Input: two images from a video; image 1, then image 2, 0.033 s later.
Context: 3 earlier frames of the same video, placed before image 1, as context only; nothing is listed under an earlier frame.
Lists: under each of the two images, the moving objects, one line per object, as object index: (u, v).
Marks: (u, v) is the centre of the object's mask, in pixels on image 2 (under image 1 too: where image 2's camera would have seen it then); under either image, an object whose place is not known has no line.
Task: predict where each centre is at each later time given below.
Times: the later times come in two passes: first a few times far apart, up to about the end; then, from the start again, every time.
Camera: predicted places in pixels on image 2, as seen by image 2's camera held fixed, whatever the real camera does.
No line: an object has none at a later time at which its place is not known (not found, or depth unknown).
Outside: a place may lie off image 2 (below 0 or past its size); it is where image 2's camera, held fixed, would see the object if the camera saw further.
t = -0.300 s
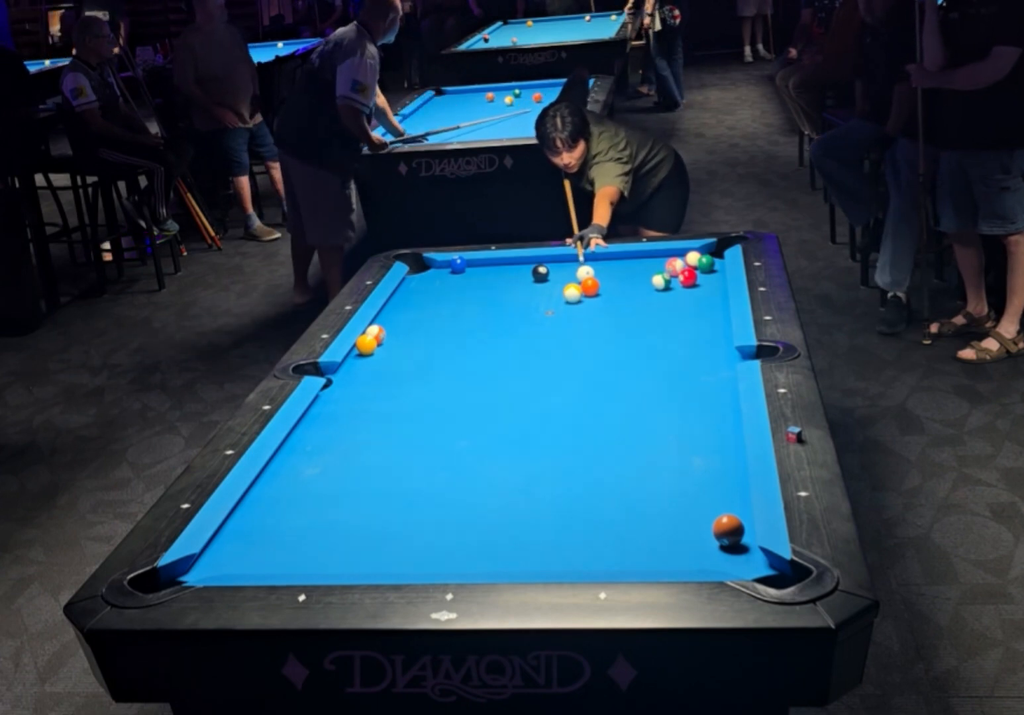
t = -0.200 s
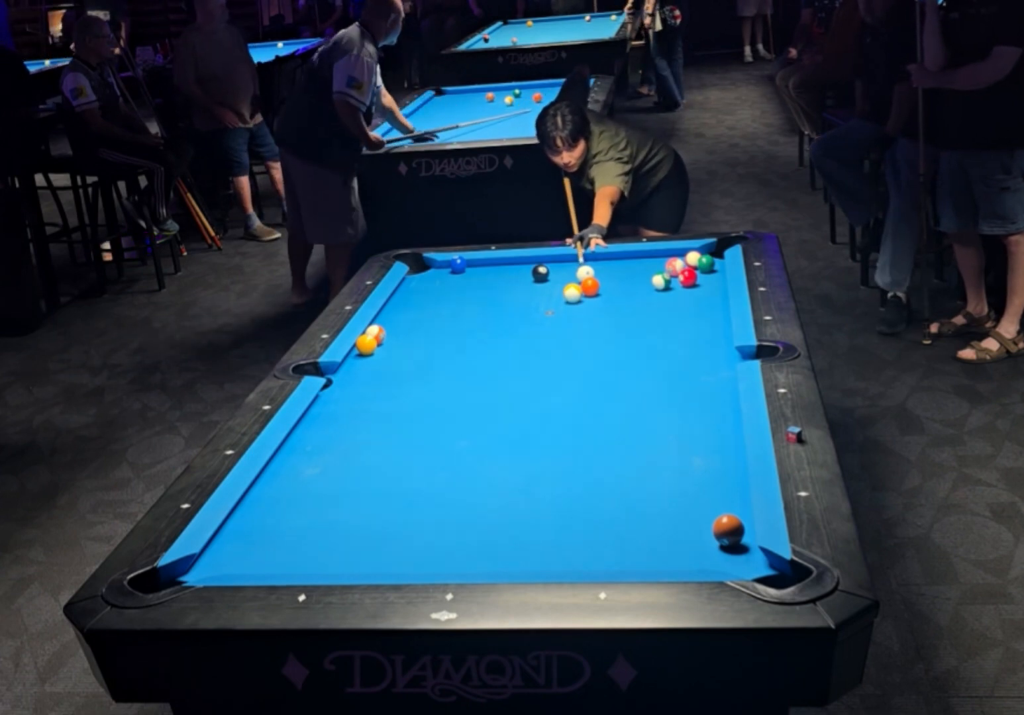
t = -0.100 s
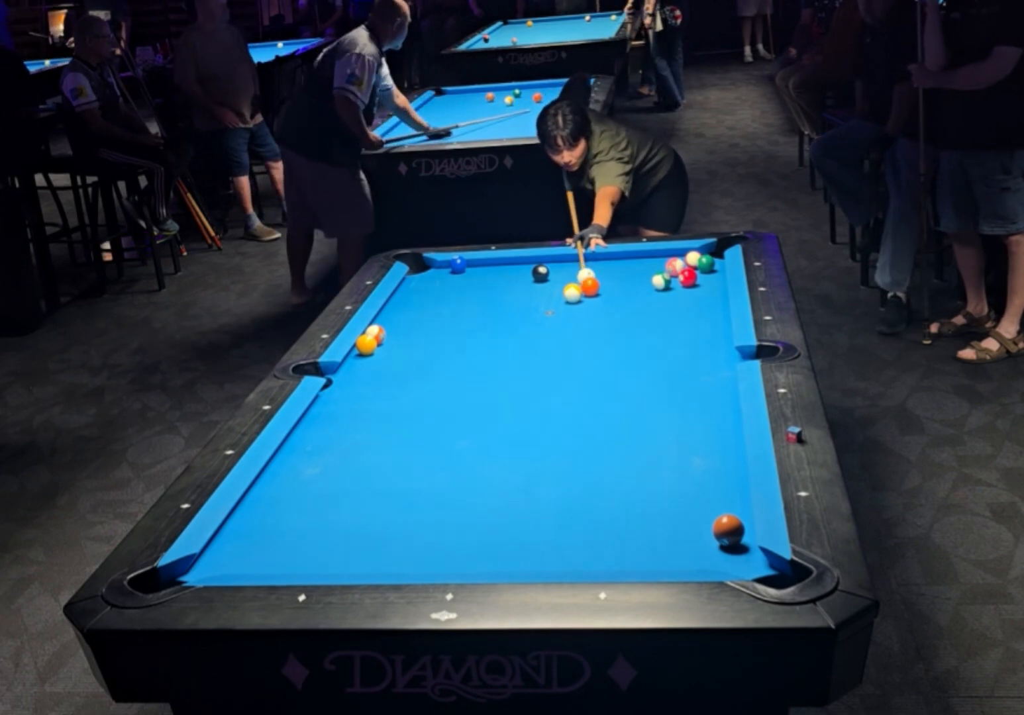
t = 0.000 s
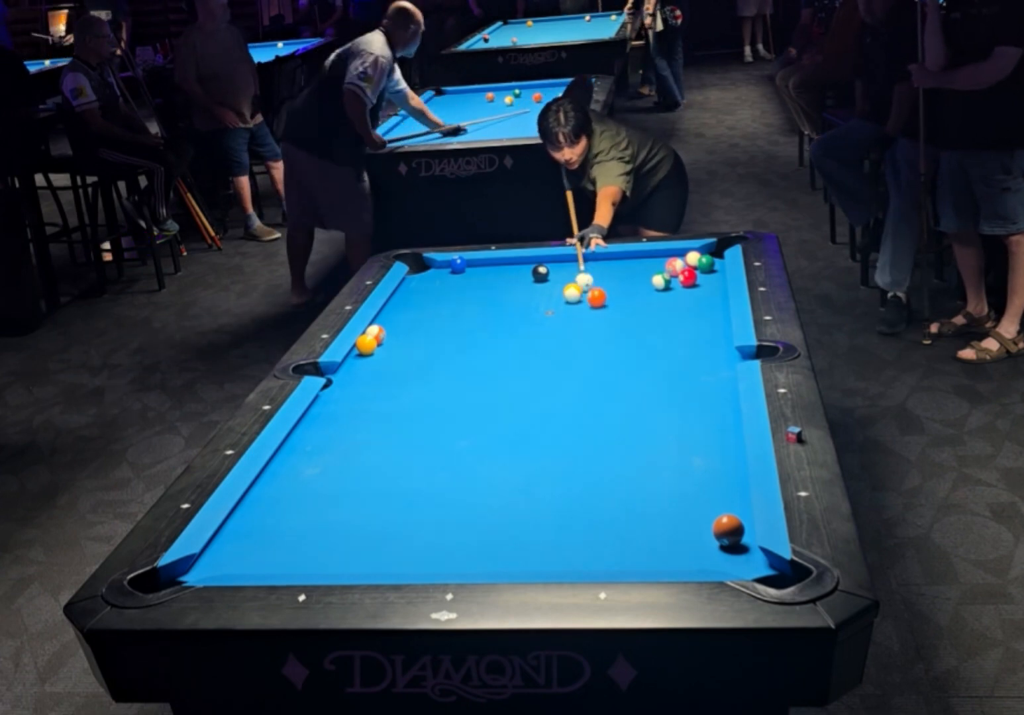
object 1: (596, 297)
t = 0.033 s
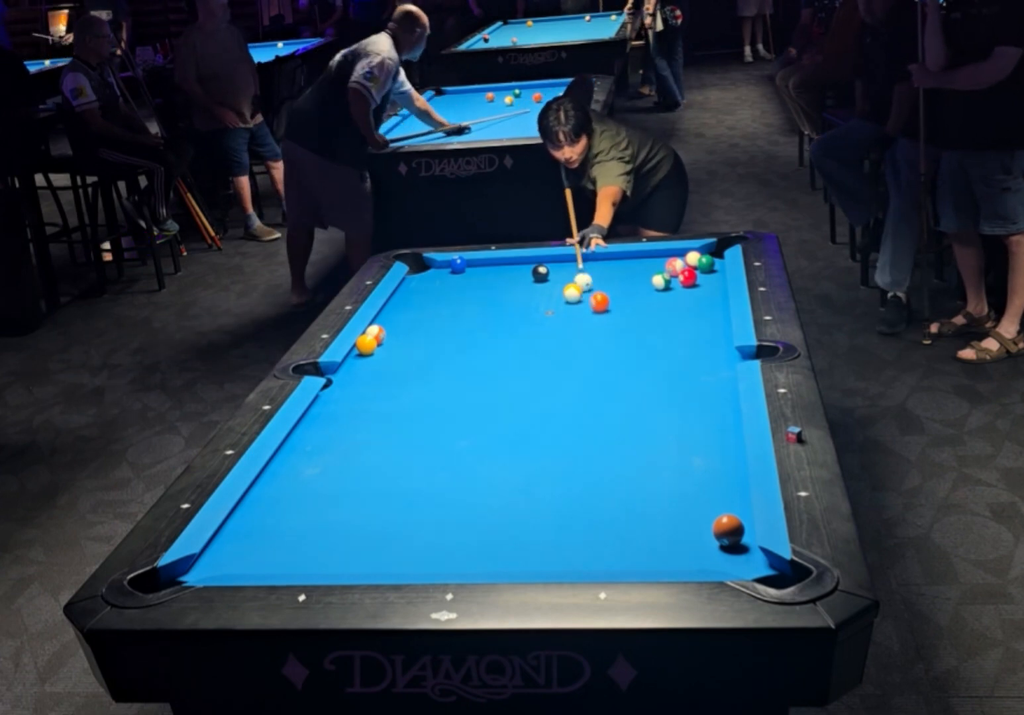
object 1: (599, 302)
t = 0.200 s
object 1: (612, 323)
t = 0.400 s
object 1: (629, 350)
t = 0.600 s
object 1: (648, 381)
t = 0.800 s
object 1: (670, 417)
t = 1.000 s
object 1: (695, 457)
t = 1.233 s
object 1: (728, 507)
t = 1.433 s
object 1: (721, 522)
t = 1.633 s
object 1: (702, 532)
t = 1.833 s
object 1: (684, 542)
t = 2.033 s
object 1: (667, 551)
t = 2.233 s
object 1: (651, 556)
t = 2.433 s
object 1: (637, 559)
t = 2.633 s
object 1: (629, 557)
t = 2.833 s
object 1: (623, 555)
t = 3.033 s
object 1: (618, 553)
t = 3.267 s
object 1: (614, 552)
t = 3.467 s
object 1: (612, 550)
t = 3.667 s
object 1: (611, 550)
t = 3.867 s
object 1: (610, 549)
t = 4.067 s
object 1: (611, 550)
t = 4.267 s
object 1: (611, 550)
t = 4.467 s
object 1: (610, 550)
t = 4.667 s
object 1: (610, 550)
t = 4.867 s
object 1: (610, 550)
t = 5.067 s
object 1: (611, 549)
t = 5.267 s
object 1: (610, 550)
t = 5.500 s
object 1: (611, 549)
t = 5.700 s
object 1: (611, 550)
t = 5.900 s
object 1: (611, 550)
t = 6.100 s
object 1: (611, 549)
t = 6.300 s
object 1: (611, 550)
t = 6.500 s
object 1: (611, 550)
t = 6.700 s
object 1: (611, 550)
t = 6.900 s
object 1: (611, 550)
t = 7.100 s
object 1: (610, 550)
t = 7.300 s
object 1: (611, 550)
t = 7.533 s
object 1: (611, 550)
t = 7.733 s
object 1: (611, 550)
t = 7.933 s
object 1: (611, 550)
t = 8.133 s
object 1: (611, 549)
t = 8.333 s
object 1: (611, 549)
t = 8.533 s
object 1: (611, 549)
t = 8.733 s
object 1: (611, 549)
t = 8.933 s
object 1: (611, 549)
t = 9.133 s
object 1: (611, 549)
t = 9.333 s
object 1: (611, 549)
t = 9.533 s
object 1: (611, 549)
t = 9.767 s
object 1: (611, 549)
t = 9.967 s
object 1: (611, 550)
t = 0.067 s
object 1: (602, 306)
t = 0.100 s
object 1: (604, 310)
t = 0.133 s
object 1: (607, 314)
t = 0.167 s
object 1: (609, 319)
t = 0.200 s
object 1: (612, 323)
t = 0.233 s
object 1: (615, 327)
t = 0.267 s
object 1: (617, 332)
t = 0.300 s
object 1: (620, 336)
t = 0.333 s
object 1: (623, 341)
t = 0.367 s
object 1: (626, 346)
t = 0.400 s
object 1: (629, 350)
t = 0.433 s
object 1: (632, 355)
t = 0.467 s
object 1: (635, 360)
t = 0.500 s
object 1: (638, 365)
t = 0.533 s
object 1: (641, 370)
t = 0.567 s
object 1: (645, 376)
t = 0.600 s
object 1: (648, 381)
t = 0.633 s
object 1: (652, 387)
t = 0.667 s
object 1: (655, 393)
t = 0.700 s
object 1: (659, 399)
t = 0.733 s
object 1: (662, 405)
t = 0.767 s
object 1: (666, 410)
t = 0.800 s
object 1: (670, 417)
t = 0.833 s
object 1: (674, 423)
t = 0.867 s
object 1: (678, 429)
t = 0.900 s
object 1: (682, 436)
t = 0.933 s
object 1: (686, 443)
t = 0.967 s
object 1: (690, 450)
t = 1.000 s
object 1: (695, 457)
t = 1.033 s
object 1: (700, 465)
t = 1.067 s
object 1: (704, 472)
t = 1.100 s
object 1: (709, 479)
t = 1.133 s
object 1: (714, 487)
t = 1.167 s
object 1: (718, 495)
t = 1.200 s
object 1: (723, 501)
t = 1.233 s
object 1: (728, 507)
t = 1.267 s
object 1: (736, 512)
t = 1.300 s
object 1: (735, 515)
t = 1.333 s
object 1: (731, 517)
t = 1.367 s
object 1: (728, 519)
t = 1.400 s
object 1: (724, 521)
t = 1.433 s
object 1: (721, 522)
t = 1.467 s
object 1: (718, 524)
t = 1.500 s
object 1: (715, 526)
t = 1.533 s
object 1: (712, 527)
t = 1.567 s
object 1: (708, 529)
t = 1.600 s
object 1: (705, 531)
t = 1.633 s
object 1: (702, 532)
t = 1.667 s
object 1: (699, 534)
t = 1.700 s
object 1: (696, 535)
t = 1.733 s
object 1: (693, 537)
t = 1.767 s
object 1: (690, 539)
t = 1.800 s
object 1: (687, 540)
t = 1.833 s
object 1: (684, 542)
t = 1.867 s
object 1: (681, 543)
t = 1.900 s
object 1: (678, 545)
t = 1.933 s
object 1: (676, 546)
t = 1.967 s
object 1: (673, 548)
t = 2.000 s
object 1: (670, 549)
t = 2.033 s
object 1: (667, 551)
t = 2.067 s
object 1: (665, 552)
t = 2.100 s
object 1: (662, 553)
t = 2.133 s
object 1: (659, 553)
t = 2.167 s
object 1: (656, 554)
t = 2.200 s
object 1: (653, 555)
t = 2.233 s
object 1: (651, 556)
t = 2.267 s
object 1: (648, 557)
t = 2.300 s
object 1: (646, 557)
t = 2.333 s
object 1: (643, 558)
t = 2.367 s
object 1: (640, 559)
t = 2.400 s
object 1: (639, 559)
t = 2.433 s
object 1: (637, 559)
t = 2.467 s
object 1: (636, 558)
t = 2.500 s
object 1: (634, 558)
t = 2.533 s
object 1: (633, 558)
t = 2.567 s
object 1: (632, 557)
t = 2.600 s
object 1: (631, 557)
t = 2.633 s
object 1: (629, 557)
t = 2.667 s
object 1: (628, 556)
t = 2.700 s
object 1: (627, 556)
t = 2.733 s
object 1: (626, 556)
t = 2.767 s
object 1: (625, 555)
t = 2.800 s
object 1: (624, 555)
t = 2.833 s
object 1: (623, 555)
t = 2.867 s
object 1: (622, 554)
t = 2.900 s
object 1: (621, 554)
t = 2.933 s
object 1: (620, 554)
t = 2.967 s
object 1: (619, 554)
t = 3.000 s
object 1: (619, 553)
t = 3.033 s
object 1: (618, 553)
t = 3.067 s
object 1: (617, 553)
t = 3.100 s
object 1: (617, 552)
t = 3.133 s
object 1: (616, 552)
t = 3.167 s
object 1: (615, 552)
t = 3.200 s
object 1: (615, 552)
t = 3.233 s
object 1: (614, 552)
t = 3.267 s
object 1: (614, 552)
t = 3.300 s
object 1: (614, 551)
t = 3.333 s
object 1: (613, 551)
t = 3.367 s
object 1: (613, 551)
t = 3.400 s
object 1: (612, 551)
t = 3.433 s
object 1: (612, 551)
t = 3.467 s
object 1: (612, 550)
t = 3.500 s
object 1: (611, 550)
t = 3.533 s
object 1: (611, 550)
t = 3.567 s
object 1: (611, 550)
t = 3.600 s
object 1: (611, 550)
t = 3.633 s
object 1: (611, 550)
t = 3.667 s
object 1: (611, 550)
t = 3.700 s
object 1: (610, 550)
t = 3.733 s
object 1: (610, 550)
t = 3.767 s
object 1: (610, 549)
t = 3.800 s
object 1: (610, 550)
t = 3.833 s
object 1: (610, 550)
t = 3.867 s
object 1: (610, 549)
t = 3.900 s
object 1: (610, 549)
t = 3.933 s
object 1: (610, 549)
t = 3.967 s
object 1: (610, 550)
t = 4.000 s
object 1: (610, 550)
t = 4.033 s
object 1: (610, 550)
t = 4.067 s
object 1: (611, 550)
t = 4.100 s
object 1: (610, 550)
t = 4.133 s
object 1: (610, 550)
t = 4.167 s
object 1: (610, 550)
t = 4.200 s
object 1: (610, 550)
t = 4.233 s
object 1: (611, 550)
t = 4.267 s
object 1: (611, 550)
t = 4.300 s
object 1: (610, 550)
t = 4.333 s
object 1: (610, 550)
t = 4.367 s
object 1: (611, 550)
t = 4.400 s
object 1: (610, 550)
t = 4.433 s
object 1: (611, 550)
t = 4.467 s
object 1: (610, 550)
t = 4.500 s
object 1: (610, 550)
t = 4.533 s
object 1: (611, 550)
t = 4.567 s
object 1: (610, 550)
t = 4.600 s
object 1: (610, 550)
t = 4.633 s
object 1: (610, 550)
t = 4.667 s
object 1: (610, 550)
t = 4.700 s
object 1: (611, 550)
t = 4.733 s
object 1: (610, 550)
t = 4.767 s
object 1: (610, 550)
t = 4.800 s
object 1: (611, 550)
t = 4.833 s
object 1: (611, 550)
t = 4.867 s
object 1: (610, 550)
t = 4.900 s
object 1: (611, 550)
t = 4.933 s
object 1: (611, 550)
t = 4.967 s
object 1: (610, 550)
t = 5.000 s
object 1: (610, 550)
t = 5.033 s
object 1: (610, 550)
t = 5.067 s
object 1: (611, 549)
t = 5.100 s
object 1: (610, 549)
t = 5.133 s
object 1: (611, 549)
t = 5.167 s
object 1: (610, 550)
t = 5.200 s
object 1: (610, 550)
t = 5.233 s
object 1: (610, 549)
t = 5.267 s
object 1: (610, 550)
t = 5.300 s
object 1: (610, 550)
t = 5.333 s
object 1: (610, 550)
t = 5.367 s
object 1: (610, 550)
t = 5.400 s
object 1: (610, 550)
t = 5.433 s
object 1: (611, 550)
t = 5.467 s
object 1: (611, 550)
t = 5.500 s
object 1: (611, 549)
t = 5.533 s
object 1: (611, 550)
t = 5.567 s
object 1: (611, 550)
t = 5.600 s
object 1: (610, 550)
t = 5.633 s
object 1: (611, 550)
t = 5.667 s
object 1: (611, 550)
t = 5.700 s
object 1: (611, 550)
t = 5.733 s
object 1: (611, 550)
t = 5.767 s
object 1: (611, 550)
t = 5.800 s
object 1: (611, 550)
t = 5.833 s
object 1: (611, 549)
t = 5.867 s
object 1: (611, 549)
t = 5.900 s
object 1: (611, 550)
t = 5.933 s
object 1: (611, 550)
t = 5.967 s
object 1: (611, 549)
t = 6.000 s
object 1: (611, 550)
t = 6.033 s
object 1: (611, 550)
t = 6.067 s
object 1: (611, 549)
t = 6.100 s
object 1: (611, 549)
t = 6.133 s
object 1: (611, 550)
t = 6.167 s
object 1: (611, 550)
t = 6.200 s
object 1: (611, 550)
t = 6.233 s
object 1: (611, 550)
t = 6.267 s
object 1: (611, 550)
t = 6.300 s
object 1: (611, 550)
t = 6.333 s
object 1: (611, 550)
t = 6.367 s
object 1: (611, 550)
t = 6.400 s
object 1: (611, 550)
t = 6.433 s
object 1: (611, 550)
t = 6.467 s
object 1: (611, 550)
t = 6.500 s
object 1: (611, 550)
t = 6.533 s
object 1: (611, 550)
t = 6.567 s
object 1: (611, 550)
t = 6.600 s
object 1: (611, 550)
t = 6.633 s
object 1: (611, 550)
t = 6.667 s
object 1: (611, 550)
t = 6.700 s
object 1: (611, 550)
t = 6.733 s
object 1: (611, 550)
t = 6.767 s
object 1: (611, 550)
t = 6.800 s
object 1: (611, 550)
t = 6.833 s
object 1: (611, 550)
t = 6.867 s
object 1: (611, 550)
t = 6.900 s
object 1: (611, 550)
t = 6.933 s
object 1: (611, 550)
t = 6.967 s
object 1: (611, 550)
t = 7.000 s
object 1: (611, 550)
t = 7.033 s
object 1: (611, 550)
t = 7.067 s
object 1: (611, 550)
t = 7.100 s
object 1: (610, 550)
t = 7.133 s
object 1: (611, 550)
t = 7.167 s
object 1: (611, 550)
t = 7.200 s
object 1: (611, 550)
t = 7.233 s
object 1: (611, 550)
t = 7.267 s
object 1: (611, 550)
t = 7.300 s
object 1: (611, 550)
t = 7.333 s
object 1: (611, 550)
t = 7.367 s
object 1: (611, 550)
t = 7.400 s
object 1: (611, 550)
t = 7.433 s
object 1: (611, 550)
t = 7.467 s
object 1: (611, 550)
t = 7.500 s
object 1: (611, 550)
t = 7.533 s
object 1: (611, 550)
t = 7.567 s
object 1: (611, 550)
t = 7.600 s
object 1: (611, 549)
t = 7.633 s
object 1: (611, 550)
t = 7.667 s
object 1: (611, 550)
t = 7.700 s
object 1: (611, 550)
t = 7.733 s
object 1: (611, 550)
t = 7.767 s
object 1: (611, 550)
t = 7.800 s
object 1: (611, 549)
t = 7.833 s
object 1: (611, 549)
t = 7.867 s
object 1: (611, 549)
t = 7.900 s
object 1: (611, 549)
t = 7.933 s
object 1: (611, 550)
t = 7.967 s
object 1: (611, 550)
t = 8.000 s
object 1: (611, 549)
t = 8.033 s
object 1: (611, 549)
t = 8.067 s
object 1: (611, 549)
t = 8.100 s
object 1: (611, 549)
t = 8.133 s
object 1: (611, 549)
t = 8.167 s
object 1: (611, 549)
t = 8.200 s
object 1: (611, 549)
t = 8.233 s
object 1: (611, 549)
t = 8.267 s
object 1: (611, 549)
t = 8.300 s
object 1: (611, 549)
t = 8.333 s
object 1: (611, 549)
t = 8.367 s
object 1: (611, 549)
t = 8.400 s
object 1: (611, 549)
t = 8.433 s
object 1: (611, 549)
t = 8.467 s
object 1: (611, 549)
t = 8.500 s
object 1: (611, 549)
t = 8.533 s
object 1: (611, 549)
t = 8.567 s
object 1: (611, 549)
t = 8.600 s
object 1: (611, 549)
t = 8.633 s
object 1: (611, 549)
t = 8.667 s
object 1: (611, 549)
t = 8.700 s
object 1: (611, 549)
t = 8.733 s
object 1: (611, 549)
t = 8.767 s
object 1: (611, 549)
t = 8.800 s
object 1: (611, 549)
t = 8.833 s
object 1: (611, 549)
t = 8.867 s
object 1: (611, 549)
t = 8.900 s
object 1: (611, 549)
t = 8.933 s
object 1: (611, 549)
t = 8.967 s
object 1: (611, 550)
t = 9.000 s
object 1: (611, 549)
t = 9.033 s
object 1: (611, 549)
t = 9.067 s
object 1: (611, 550)
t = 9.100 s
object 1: (611, 549)
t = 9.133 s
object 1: (611, 549)
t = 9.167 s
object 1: (611, 550)
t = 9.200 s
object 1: (611, 550)
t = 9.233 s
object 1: (611, 549)
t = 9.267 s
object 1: (611, 549)
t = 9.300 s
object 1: (611, 549)
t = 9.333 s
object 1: (611, 549)
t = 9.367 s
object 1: (611, 549)
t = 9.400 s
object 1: (611, 549)
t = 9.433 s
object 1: (611, 549)
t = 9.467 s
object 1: (611, 549)
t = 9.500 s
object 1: (611, 549)
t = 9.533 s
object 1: (611, 549)
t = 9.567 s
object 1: (611, 549)
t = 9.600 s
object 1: (611, 549)
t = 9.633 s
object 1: (611, 549)
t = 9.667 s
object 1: (611, 549)
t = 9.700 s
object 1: (611, 549)
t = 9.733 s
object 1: (611, 549)
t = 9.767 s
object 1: (611, 549)
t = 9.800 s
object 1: (611, 549)
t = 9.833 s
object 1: (611, 550)
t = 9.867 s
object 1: (611, 550)
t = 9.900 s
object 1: (611, 549)
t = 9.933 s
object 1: (611, 549)
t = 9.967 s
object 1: (611, 550)
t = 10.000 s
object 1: (611, 549)
